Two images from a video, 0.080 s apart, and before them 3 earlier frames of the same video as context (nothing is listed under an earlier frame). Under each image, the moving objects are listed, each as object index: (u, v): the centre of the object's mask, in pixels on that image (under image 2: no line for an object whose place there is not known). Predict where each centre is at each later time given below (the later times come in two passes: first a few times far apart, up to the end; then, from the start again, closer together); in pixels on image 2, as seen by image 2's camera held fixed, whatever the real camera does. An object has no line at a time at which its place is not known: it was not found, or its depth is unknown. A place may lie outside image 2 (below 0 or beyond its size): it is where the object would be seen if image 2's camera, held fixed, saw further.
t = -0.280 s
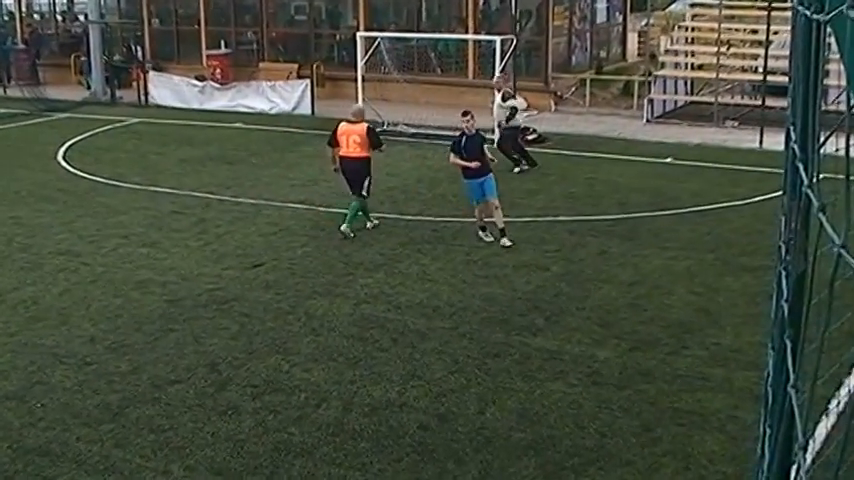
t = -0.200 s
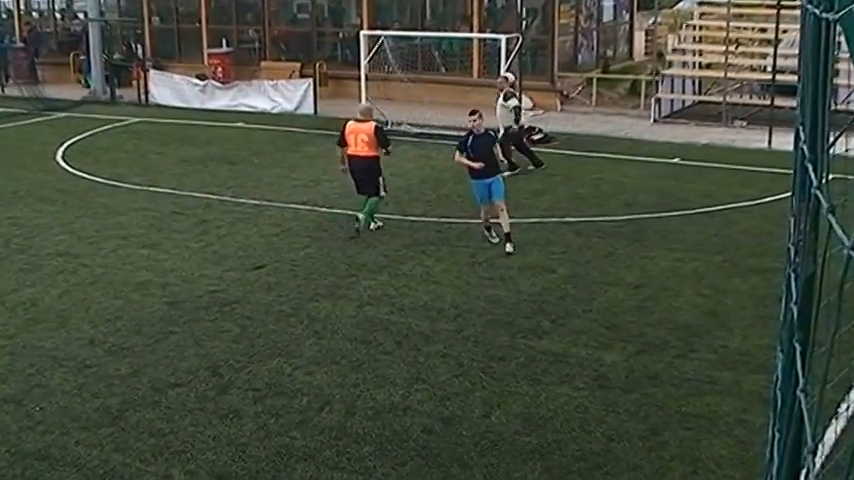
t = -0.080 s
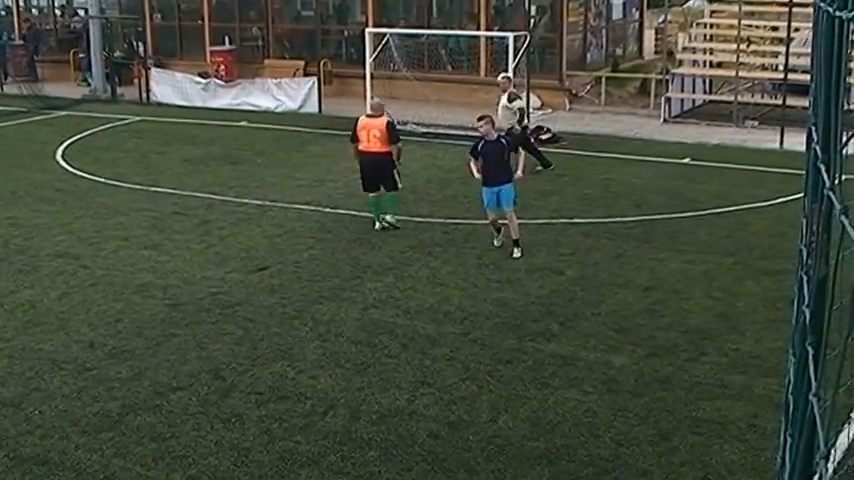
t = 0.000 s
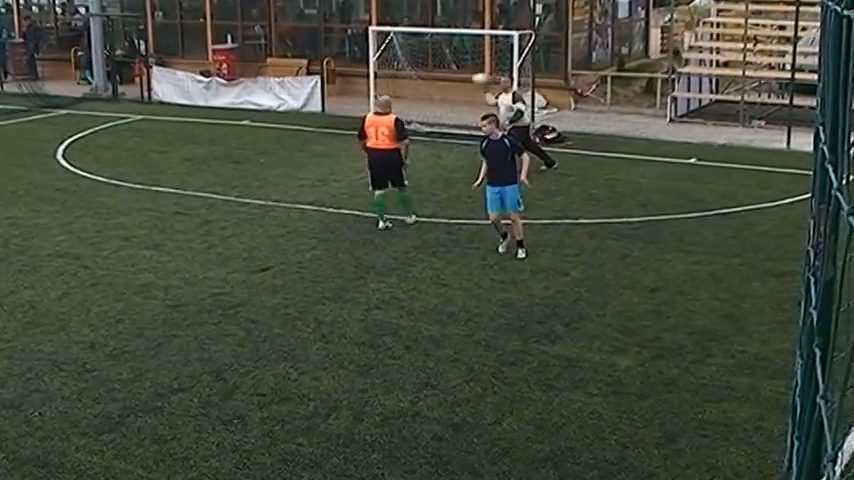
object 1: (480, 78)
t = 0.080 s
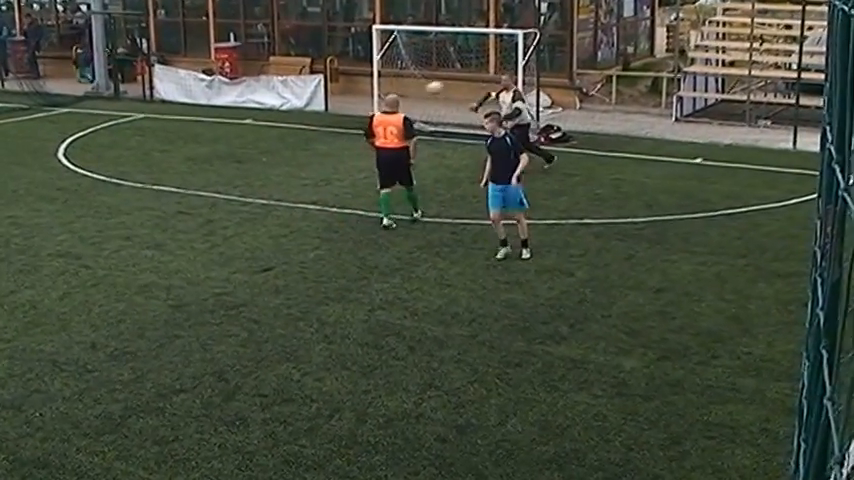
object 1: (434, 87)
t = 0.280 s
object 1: (305, 130)
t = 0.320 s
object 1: (276, 143)
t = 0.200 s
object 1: (361, 109)
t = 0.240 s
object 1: (333, 117)
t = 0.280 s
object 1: (305, 130)
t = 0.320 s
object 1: (276, 143)
